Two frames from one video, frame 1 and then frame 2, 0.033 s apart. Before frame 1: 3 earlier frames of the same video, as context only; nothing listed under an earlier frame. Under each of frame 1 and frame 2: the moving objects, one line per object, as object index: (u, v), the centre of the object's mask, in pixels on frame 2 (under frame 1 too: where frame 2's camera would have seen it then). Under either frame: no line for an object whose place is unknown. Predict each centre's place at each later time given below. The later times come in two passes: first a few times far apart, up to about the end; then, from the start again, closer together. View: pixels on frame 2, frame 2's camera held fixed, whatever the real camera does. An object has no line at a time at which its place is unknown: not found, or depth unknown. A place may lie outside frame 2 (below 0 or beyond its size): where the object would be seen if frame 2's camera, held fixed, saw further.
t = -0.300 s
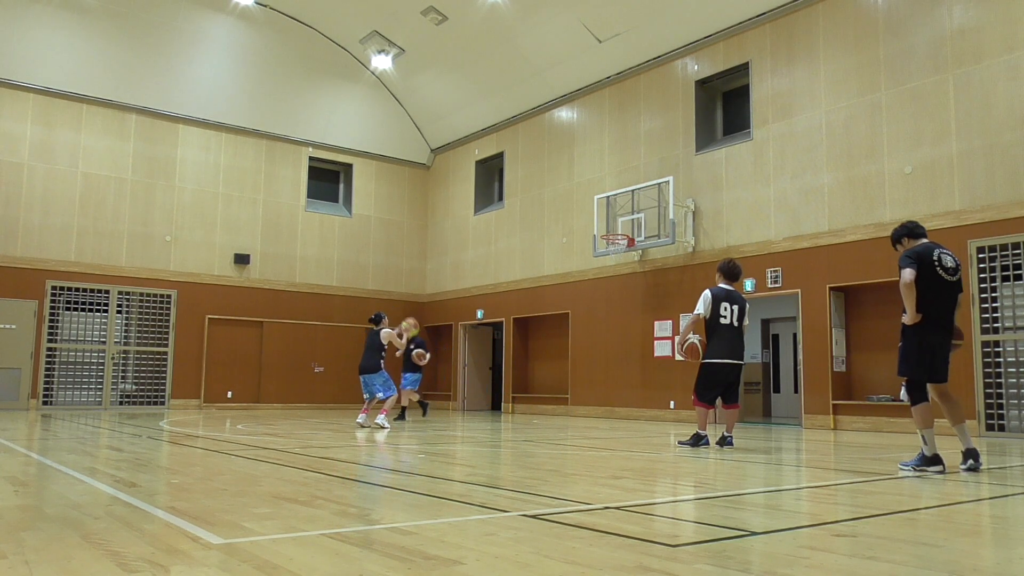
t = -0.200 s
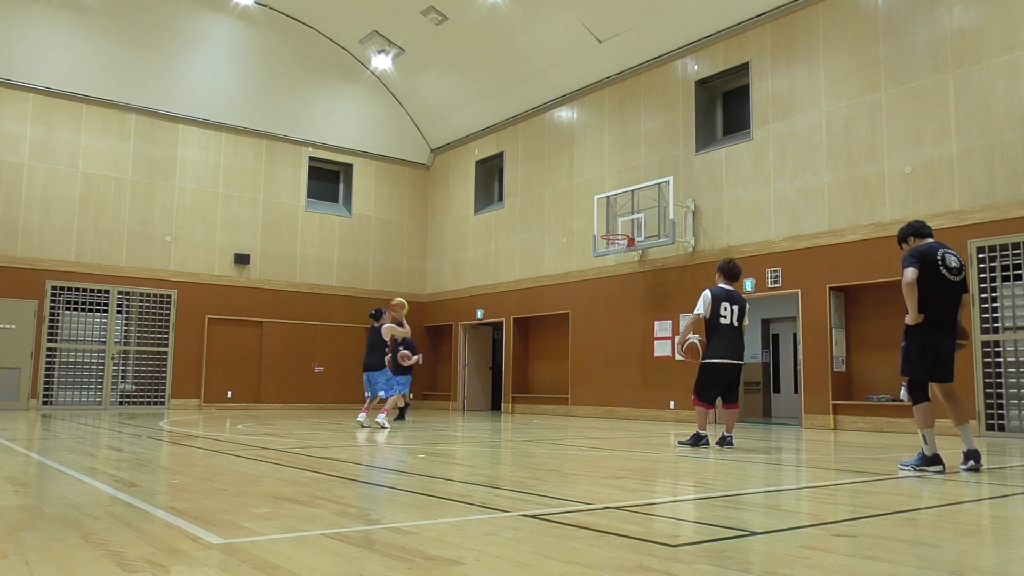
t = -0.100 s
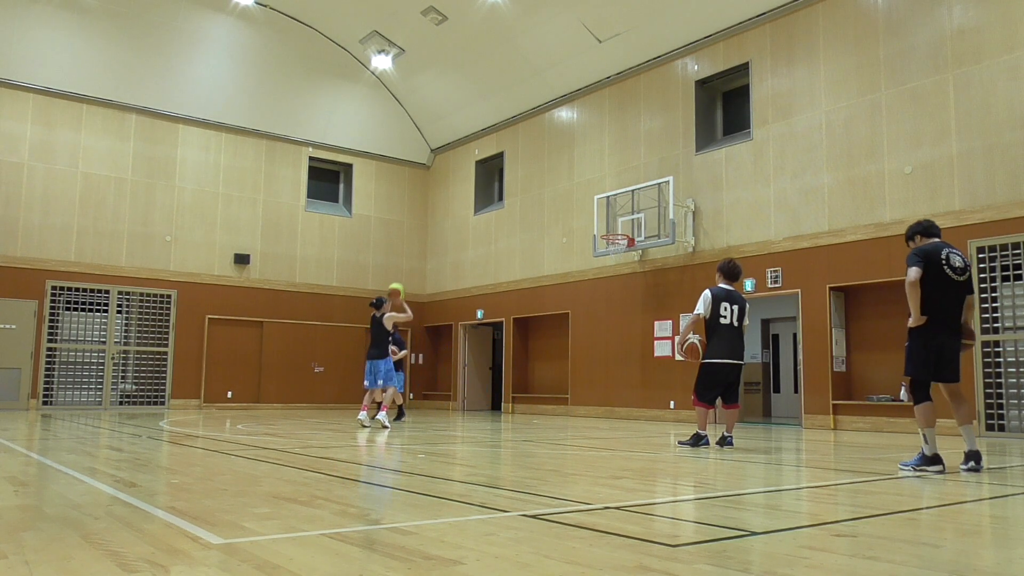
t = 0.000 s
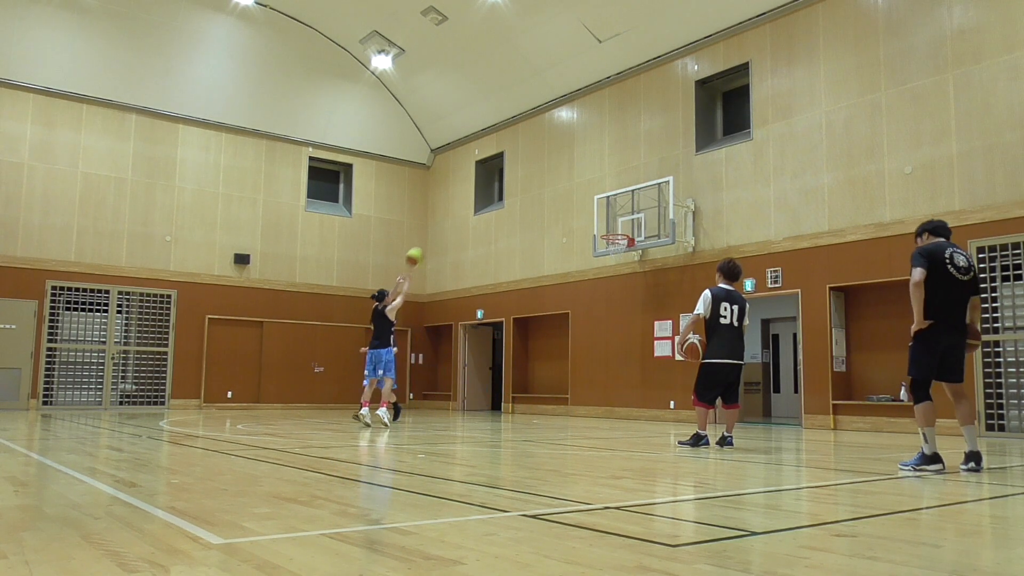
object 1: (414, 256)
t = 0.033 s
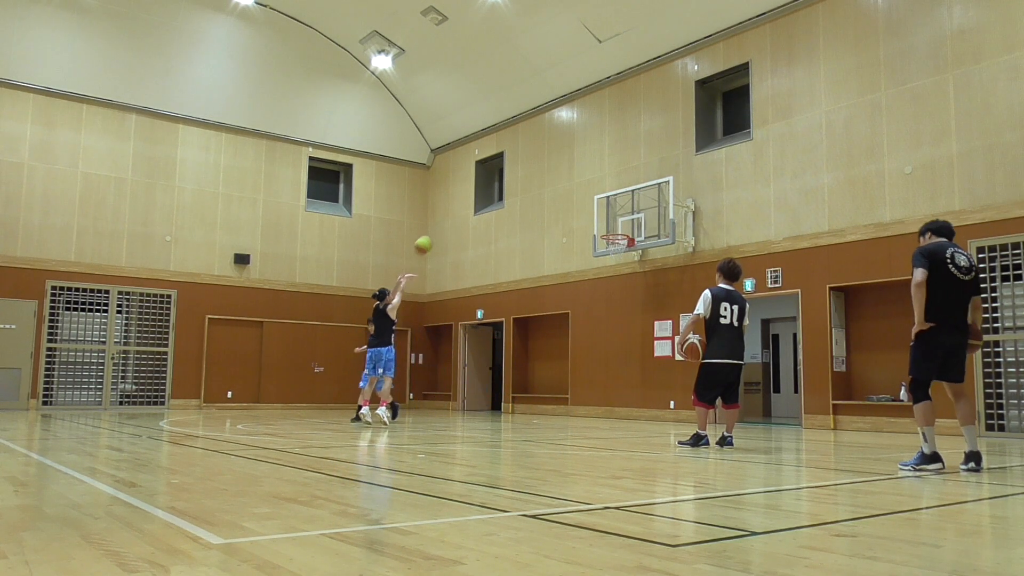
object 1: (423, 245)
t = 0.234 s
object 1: (473, 196)
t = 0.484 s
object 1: (526, 173)
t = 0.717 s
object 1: (570, 188)
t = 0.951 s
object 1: (609, 231)
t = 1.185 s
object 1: (627, 267)
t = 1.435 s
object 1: (634, 325)
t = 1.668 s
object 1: (643, 413)
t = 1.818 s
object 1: (640, 373)
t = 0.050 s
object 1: (427, 240)
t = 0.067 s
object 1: (432, 234)
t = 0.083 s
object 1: (436, 230)
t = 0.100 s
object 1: (440, 225)
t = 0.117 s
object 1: (444, 221)
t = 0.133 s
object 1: (448, 217)
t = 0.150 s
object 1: (452, 214)
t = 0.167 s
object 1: (457, 210)
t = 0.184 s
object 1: (460, 207)
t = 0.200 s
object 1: (464, 203)
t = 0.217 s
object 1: (469, 199)
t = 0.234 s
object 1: (473, 196)
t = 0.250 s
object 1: (477, 193)
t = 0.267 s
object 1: (480, 190)
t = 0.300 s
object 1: (487, 186)
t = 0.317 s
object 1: (491, 184)
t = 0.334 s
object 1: (495, 182)
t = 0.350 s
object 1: (499, 180)
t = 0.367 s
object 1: (502, 178)
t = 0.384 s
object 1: (505, 177)
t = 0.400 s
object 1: (509, 176)
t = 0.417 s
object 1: (513, 175)
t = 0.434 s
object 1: (516, 174)
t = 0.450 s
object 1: (520, 174)
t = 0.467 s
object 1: (523, 174)
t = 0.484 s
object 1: (526, 173)
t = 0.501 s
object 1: (530, 173)
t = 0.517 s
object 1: (533, 174)
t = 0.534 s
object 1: (536, 174)
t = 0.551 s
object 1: (540, 175)
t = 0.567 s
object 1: (543, 176)
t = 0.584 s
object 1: (546, 176)
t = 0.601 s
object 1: (549, 177)
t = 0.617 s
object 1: (552, 178)
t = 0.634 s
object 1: (555, 179)
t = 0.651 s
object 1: (558, 181)
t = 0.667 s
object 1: (561, 183)
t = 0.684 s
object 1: (564, 184)
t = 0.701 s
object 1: (567, 186)
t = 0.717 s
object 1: (570, 188)
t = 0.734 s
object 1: (573, 190)
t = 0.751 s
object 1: (576, 192)
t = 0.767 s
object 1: (578, 195)
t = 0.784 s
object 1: (581, 197)
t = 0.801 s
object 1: (584, 200)
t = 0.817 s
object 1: (587, 203)
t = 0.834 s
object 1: (590, 207)
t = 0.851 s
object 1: (593, 210)
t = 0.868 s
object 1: (595, 214)
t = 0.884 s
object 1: (598, 217)
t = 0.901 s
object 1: (601, 221)
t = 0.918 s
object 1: (604, 225)
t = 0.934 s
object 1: (607, 229)
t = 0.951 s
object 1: (609, 231)
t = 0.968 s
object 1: (612, 239)
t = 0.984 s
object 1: (614, 242)
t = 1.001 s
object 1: (617, 246)
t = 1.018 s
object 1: (620, 249)
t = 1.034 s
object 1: (621, 251)
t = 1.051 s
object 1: (622, 252)
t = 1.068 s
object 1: (623, 253)
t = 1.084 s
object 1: (624, 254)
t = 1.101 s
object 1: (624, 256)
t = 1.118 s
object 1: (625, 258)
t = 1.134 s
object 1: (626, 259)
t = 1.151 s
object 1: (626, 262)
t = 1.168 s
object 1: (626, 265)
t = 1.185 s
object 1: (627, 267)
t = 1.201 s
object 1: (627, 270)
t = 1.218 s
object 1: (627, 273)
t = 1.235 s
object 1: (628, 277)
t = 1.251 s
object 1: (629, 281)
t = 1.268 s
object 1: (629, 283)
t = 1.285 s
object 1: (629, 287)
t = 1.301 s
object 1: (629, 290)
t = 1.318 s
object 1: (628, 292)
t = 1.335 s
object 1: (629, 297)
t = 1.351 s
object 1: (629, 301)
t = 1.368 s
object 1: (631, 306)
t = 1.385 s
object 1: (632, 311)
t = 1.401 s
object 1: (633, 316)
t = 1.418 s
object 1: (634, 320)
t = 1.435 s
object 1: (634, 325)
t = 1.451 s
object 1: (635, 330)
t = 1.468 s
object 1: (634, 335)
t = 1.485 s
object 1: (635, 342)
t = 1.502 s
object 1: (635, 349)
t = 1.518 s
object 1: (636, 355)
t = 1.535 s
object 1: (637, 360)
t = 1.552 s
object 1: (638, 366)
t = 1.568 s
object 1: (638, 372)
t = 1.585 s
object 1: (636, 376)
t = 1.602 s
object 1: (637, 384)
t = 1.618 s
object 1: (638, 391)
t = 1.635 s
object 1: (639, 399)
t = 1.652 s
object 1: (642, 405)
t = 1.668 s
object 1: (643, 413)
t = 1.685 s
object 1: (642, 413)
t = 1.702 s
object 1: (642, 407)
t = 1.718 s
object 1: (642, 401)
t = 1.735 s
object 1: (641, 397)
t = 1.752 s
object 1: (641, 392)
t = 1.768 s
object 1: (641, 387)
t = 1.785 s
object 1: (640, 382)
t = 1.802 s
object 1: (640, 377)
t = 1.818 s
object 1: (640, 373)
